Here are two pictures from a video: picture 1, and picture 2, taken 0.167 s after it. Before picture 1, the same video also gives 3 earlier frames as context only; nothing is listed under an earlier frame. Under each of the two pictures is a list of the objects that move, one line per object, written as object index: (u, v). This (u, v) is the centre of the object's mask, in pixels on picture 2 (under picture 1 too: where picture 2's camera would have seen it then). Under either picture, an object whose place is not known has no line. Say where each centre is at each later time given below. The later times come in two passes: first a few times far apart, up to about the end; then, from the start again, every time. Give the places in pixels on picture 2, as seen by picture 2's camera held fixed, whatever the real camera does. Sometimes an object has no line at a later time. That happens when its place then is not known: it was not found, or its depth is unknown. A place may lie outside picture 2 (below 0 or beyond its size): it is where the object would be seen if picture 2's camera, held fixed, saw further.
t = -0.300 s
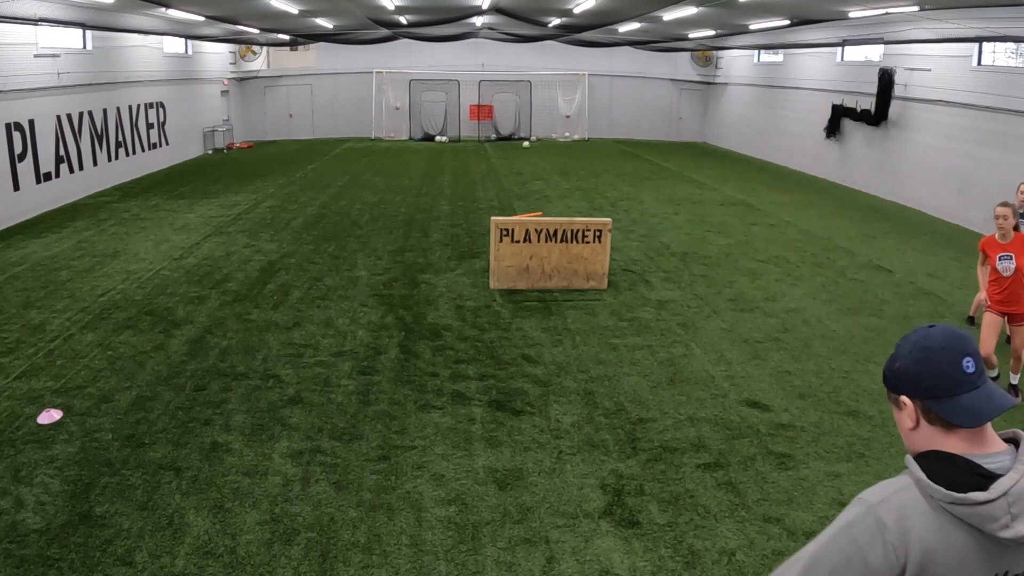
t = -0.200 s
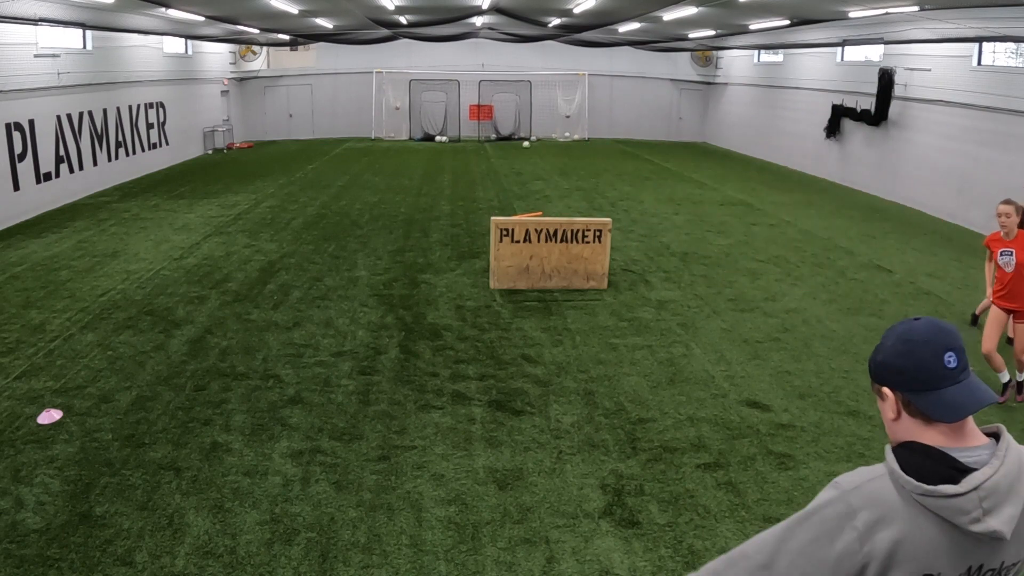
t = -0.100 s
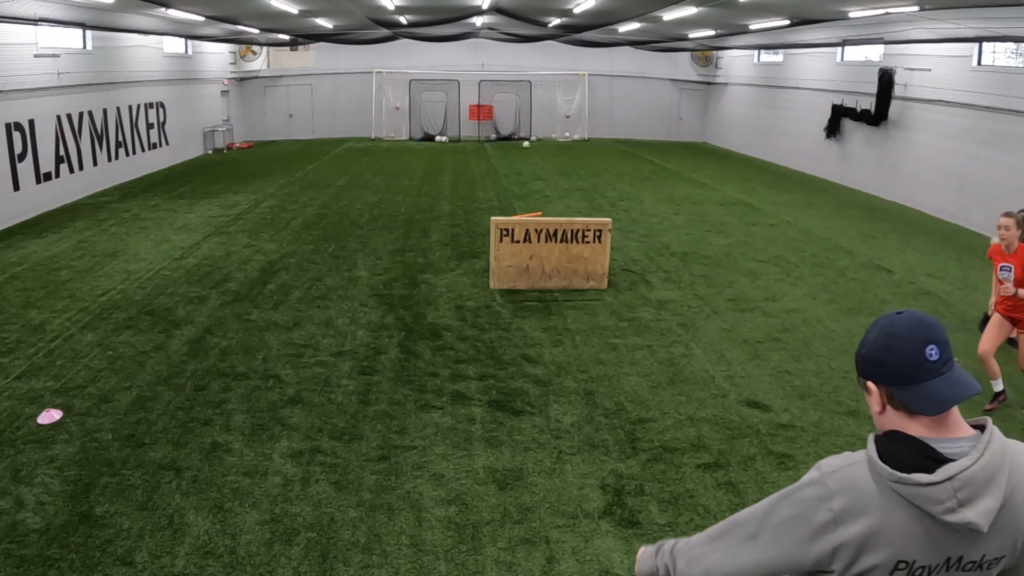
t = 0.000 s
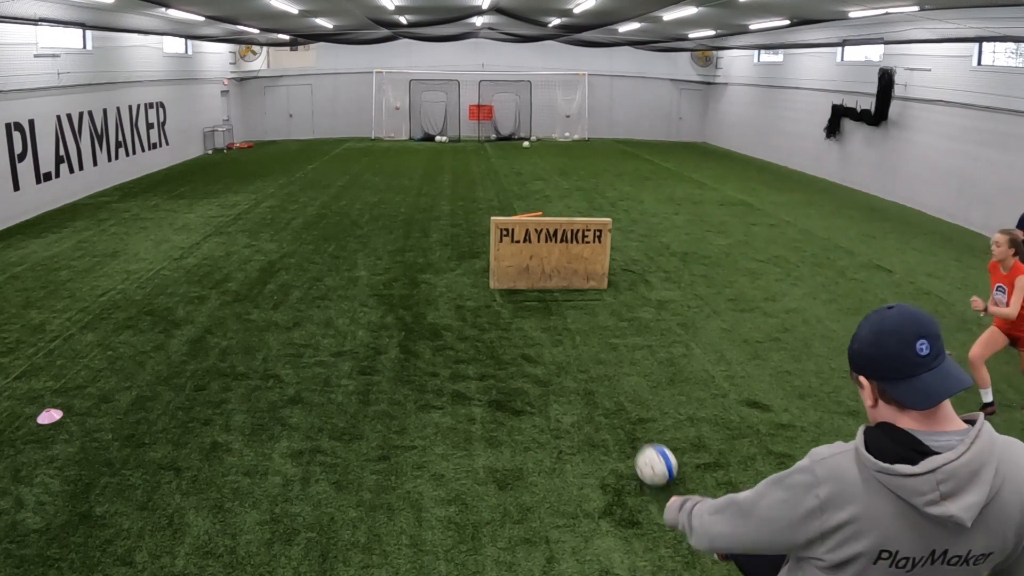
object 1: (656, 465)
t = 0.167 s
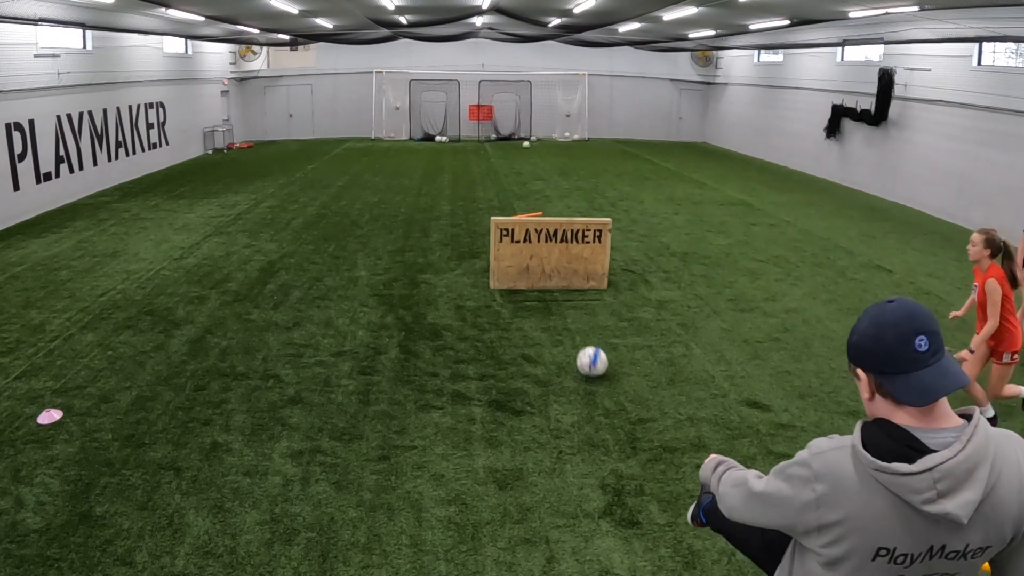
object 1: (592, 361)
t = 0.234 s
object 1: (577, 336)
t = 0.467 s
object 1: (548, 281)
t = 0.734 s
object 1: (566, 307)
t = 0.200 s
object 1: (584, 348)
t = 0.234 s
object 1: (577, 336)
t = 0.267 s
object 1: (570, 325)
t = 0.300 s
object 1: (565, 315)
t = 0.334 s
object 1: (561, 305)
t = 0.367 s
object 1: (557, 297)
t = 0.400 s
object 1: (553, 290)
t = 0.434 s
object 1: (550, 285)
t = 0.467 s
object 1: (548, 281)
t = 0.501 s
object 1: (550, 280)
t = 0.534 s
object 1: (552, 280)
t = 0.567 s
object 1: (554, 282)
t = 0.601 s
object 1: (557, 284)
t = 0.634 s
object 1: (559, 288)
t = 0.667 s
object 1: (561, 293)
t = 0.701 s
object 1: (563, 299)
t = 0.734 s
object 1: (566, 307)
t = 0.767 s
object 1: (568, 317)
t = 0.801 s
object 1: (570, 328)
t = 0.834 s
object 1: (573, 341)
